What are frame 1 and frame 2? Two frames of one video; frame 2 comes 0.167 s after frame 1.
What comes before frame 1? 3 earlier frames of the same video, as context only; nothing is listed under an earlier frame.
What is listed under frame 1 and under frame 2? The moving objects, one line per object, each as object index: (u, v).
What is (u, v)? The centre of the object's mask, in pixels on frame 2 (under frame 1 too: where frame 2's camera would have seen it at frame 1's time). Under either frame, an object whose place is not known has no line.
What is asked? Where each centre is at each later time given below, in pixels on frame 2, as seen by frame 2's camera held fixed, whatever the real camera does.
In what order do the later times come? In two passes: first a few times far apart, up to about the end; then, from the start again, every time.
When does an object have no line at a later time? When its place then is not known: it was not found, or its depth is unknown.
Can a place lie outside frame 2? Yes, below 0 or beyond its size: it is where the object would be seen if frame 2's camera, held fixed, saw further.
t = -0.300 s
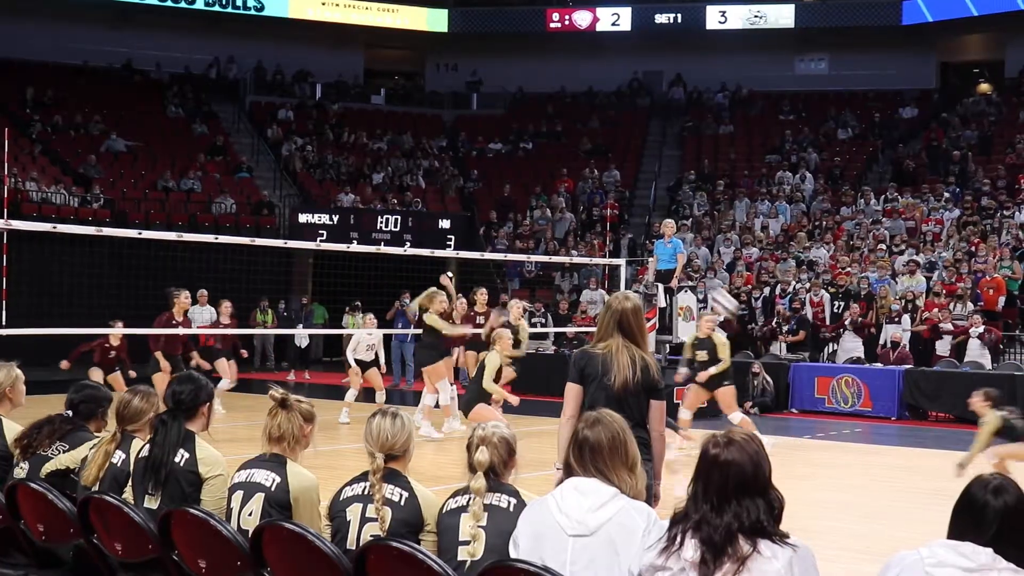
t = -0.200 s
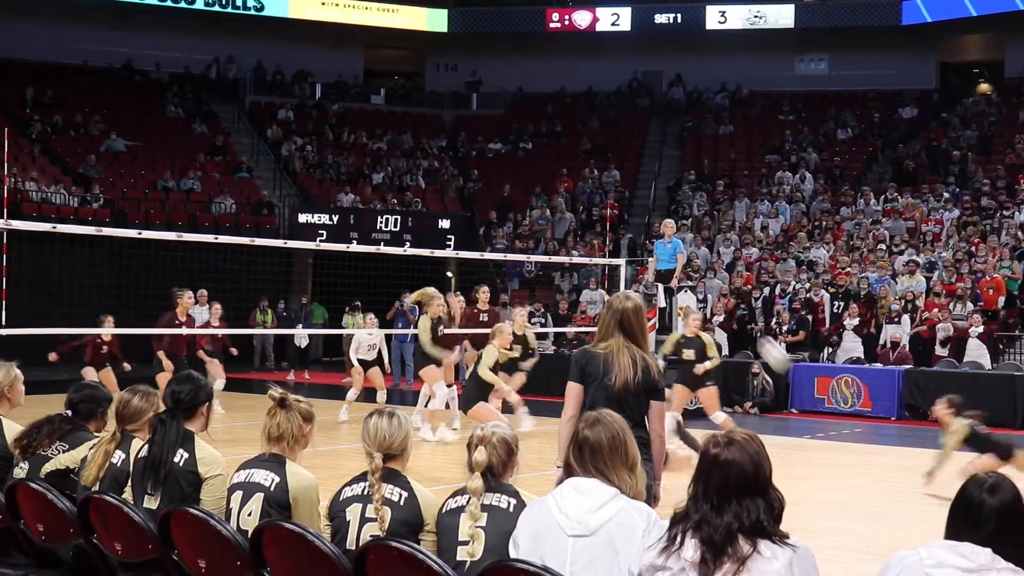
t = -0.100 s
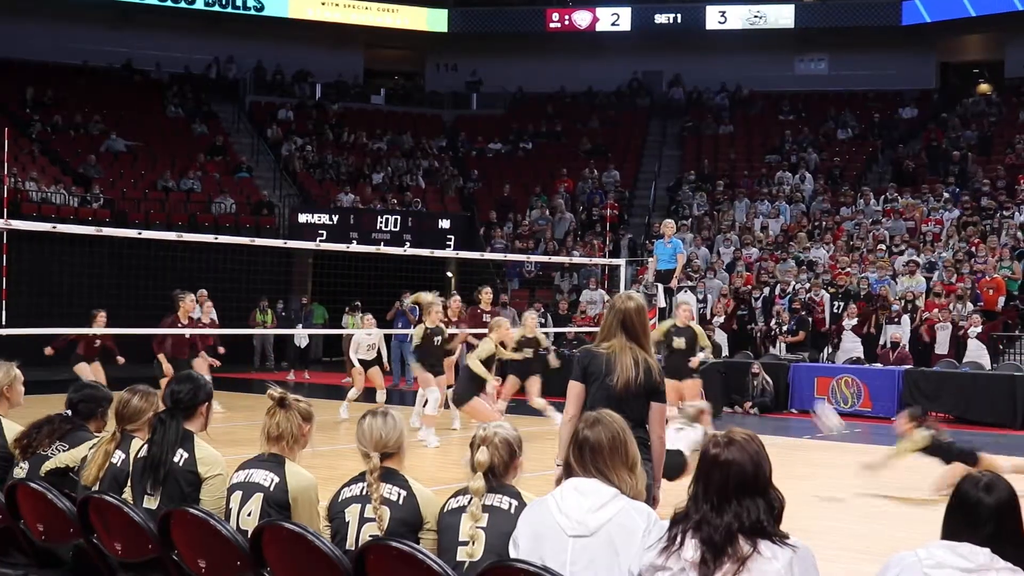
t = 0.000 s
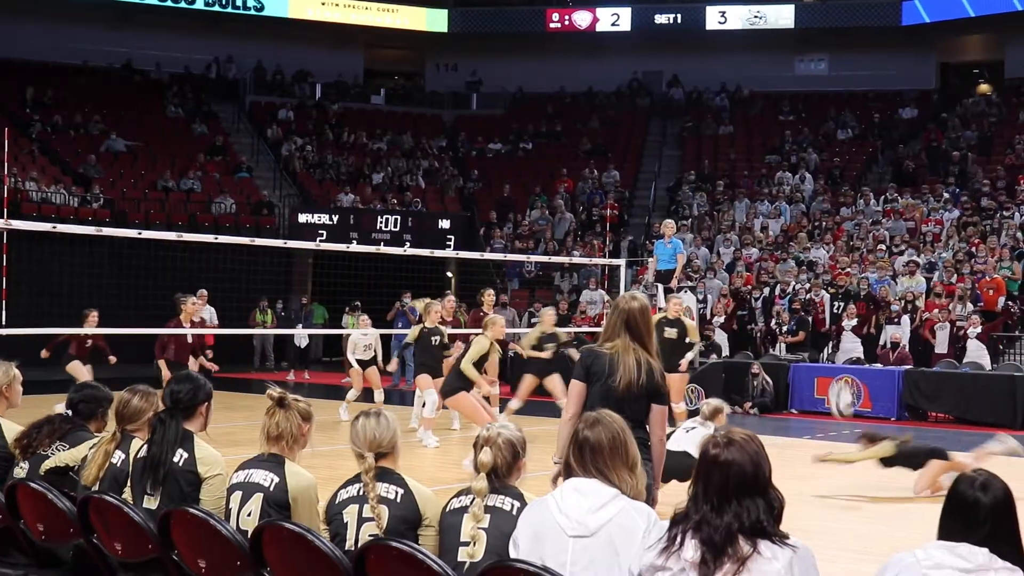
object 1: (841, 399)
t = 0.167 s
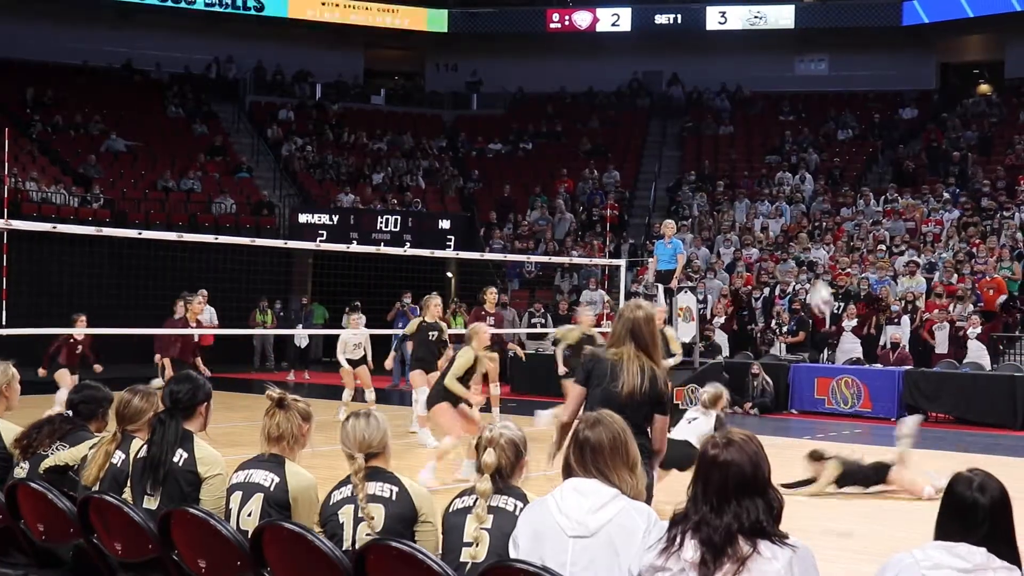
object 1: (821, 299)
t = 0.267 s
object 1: (810, 250)
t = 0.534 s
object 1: (784, 177)
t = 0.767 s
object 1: (760, 175)
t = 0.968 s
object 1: (741, 221)
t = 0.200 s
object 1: (817, 280)
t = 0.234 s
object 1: (814, 263)
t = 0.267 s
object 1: (810, 250)
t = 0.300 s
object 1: (807, 236)
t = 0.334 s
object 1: (803, 224)
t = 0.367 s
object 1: (801, 214)
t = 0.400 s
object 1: (797, 205)
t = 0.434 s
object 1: (794, 196)
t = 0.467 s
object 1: (790, 188)
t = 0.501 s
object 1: (787, 182)
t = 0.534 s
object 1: (784, 177)
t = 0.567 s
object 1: (781, 174)
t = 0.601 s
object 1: (777, 170)
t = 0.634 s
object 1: (774, 169)
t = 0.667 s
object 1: (771, 169)
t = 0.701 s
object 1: (767, 170)
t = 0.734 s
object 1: (763, 172)
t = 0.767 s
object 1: (760, 175)
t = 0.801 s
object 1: (757, 180)
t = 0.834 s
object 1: (753, 186)
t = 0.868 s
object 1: (750, 192)
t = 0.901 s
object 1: (746, 200)
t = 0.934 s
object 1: (743, 210)
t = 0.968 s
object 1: (741, 221)
